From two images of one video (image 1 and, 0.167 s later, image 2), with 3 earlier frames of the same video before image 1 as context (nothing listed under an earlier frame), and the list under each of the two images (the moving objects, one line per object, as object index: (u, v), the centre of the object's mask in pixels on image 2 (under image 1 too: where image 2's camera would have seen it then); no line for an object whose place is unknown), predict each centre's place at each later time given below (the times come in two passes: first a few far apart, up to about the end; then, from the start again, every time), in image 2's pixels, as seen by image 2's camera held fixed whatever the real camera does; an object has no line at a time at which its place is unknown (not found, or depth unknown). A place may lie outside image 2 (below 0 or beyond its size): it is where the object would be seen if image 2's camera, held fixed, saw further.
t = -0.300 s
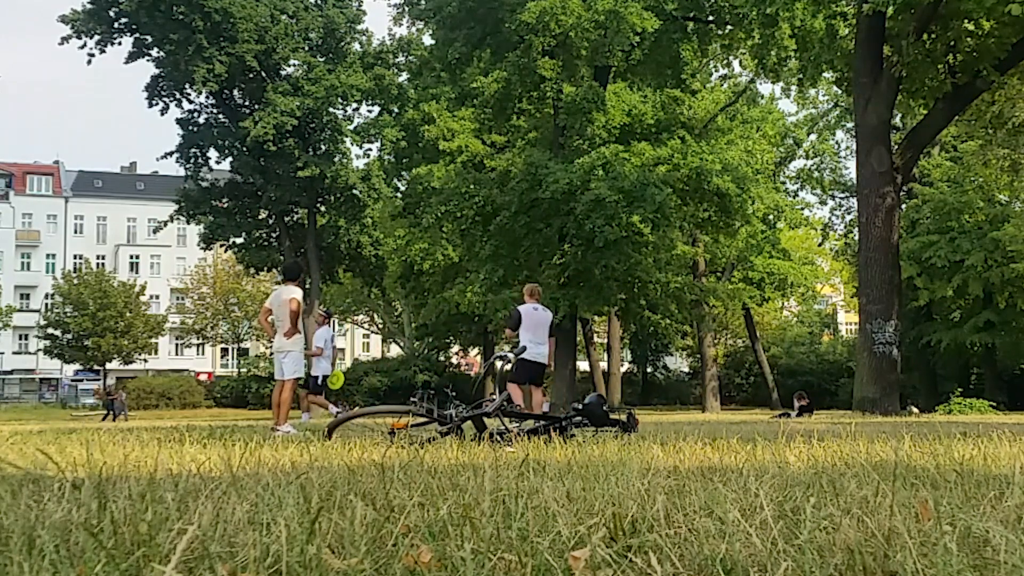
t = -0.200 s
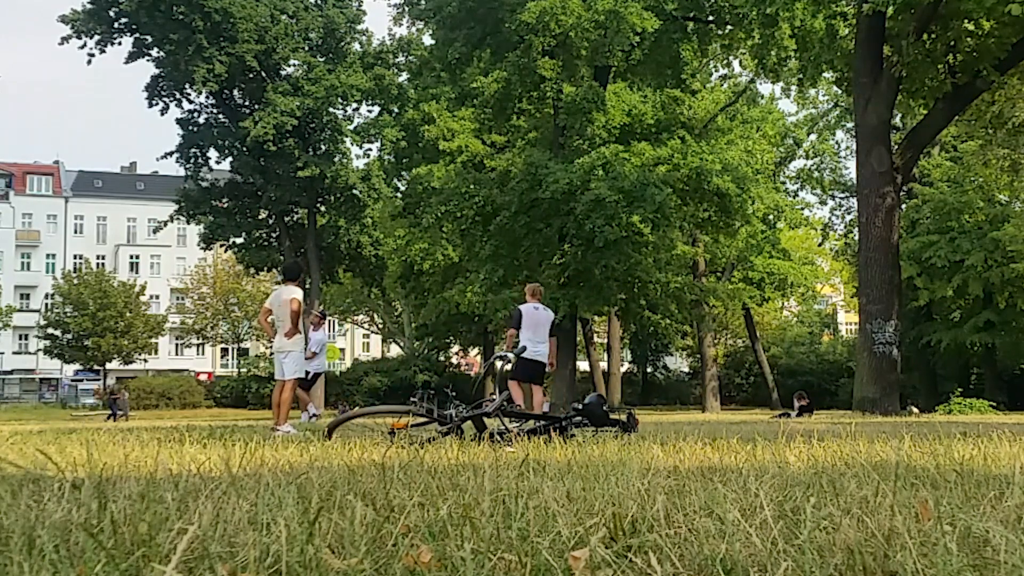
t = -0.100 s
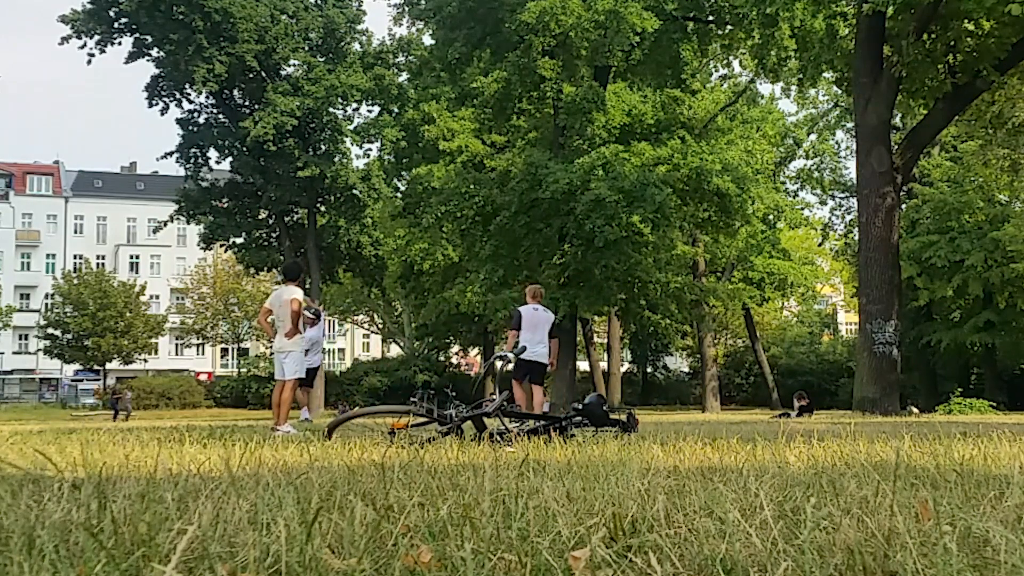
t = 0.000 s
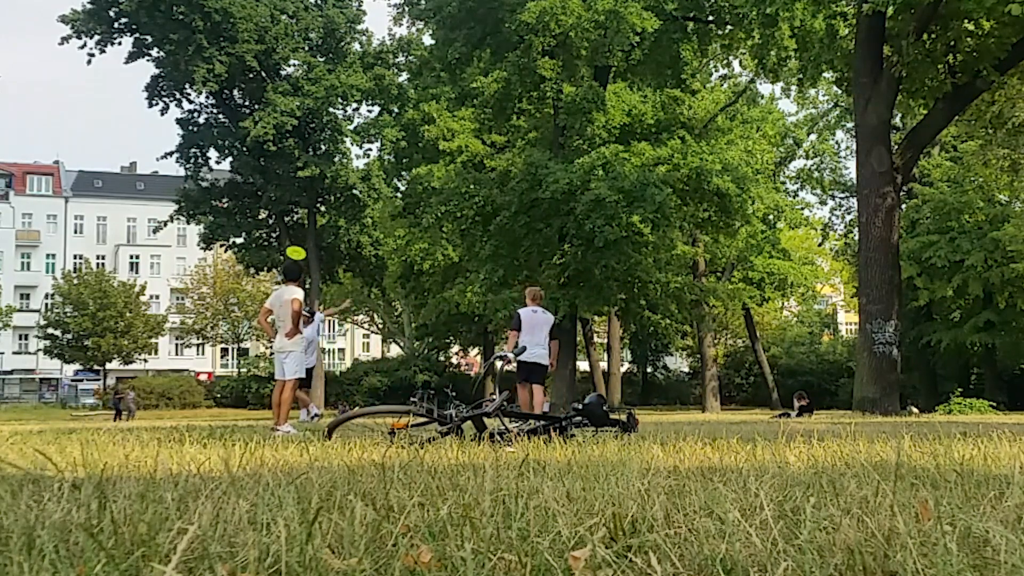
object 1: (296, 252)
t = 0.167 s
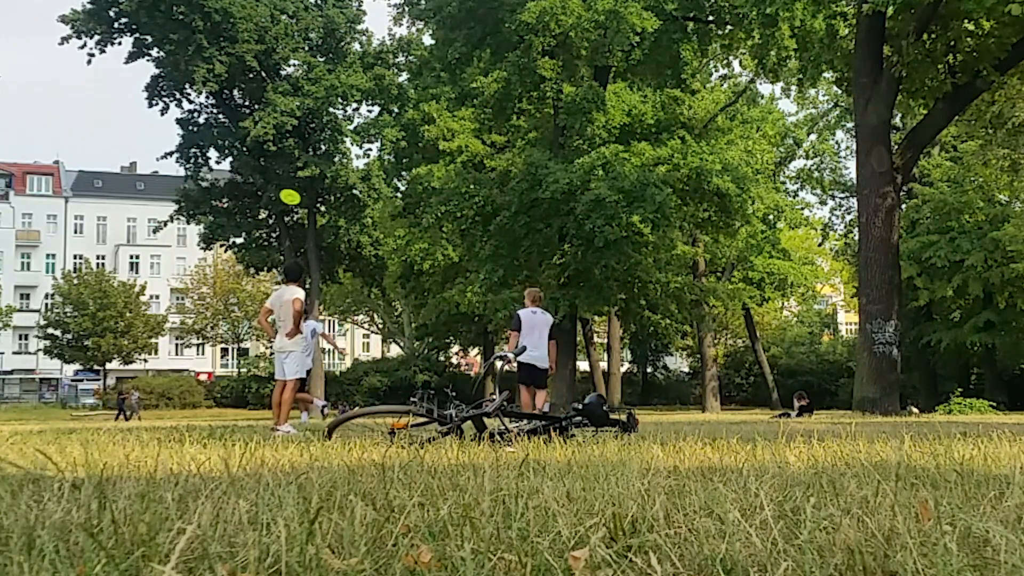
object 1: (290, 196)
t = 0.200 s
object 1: (288, 187)
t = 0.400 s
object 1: (280, 147)
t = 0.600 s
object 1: (274, 129)
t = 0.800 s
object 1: (269, 132)
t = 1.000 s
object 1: (264, 159)
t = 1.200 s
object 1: (260, 213)
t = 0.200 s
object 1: (288, 187)
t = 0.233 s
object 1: (287, 179)
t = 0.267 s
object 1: (285, 171)
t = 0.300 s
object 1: (284, 164)
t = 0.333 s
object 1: (283, 158)
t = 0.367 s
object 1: (281, 152)
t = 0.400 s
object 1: (280, 147)
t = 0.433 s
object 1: (279, 142)
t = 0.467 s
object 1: (278, 138)
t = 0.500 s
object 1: (277, 135)
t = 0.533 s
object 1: (276, 132)
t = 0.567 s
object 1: (275, 130)
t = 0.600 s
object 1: (274, 129)
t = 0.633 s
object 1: (273, 127)
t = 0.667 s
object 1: (272, 127)
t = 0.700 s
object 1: (271, 127)
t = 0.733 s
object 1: (270, 128)
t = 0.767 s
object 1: (269, 129)
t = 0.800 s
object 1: (269, 132)
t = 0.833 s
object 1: (268, 135)
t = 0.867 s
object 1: (267, 138)
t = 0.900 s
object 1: (266, 142)
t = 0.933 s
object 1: (265, 147)
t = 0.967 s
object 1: (265, 153)
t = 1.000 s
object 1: (264, 159)
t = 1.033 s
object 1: (263, 166)
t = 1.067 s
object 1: (262, 175)
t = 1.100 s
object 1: (262, 183)
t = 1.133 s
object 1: (261, 192)
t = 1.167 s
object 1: (260, 203)
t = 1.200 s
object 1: (260, 213)
